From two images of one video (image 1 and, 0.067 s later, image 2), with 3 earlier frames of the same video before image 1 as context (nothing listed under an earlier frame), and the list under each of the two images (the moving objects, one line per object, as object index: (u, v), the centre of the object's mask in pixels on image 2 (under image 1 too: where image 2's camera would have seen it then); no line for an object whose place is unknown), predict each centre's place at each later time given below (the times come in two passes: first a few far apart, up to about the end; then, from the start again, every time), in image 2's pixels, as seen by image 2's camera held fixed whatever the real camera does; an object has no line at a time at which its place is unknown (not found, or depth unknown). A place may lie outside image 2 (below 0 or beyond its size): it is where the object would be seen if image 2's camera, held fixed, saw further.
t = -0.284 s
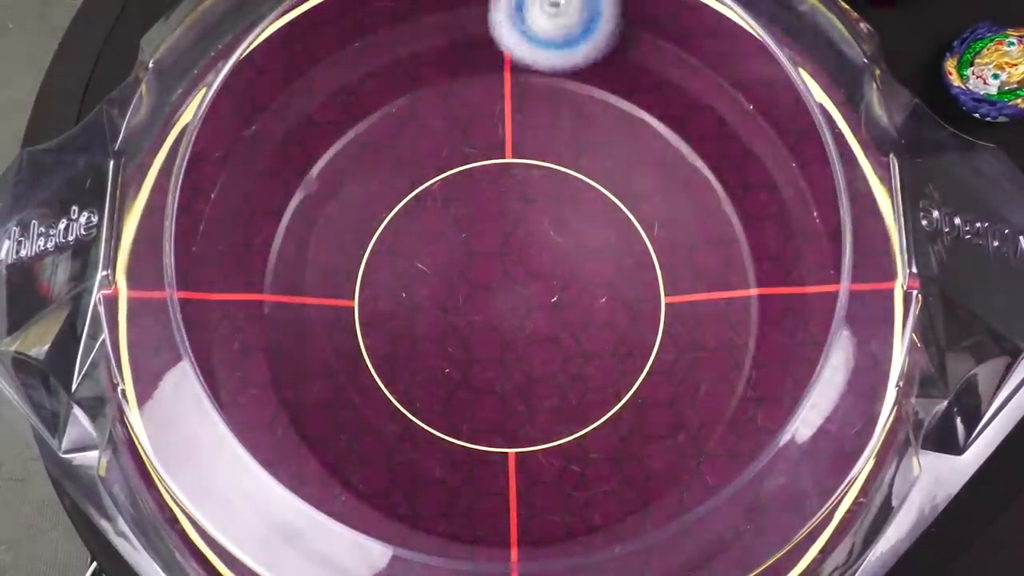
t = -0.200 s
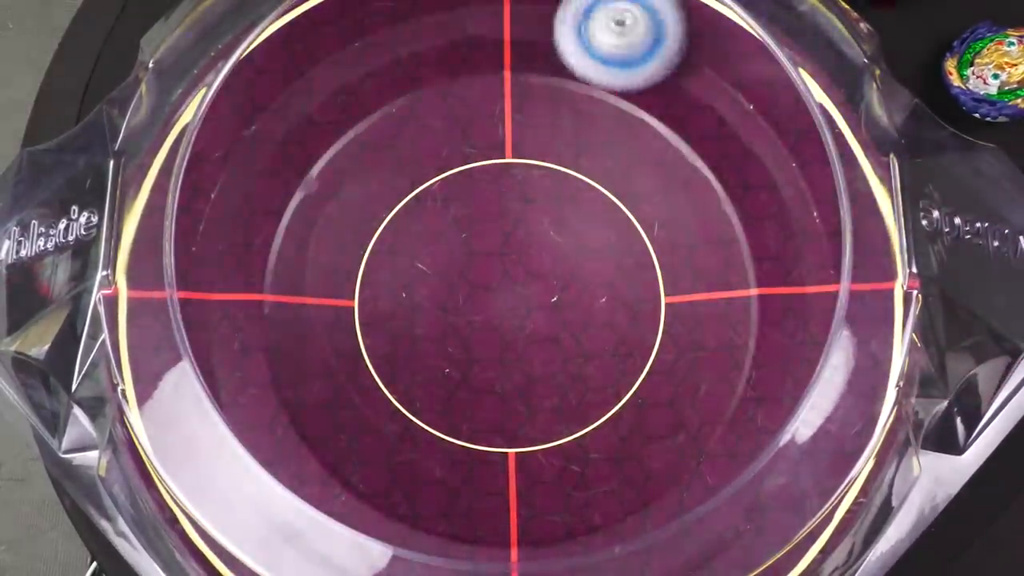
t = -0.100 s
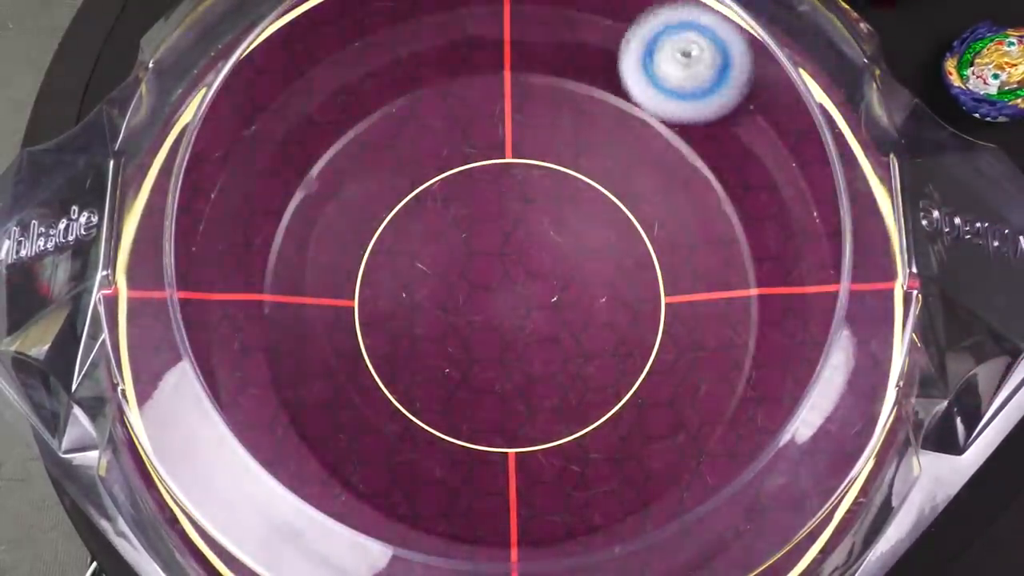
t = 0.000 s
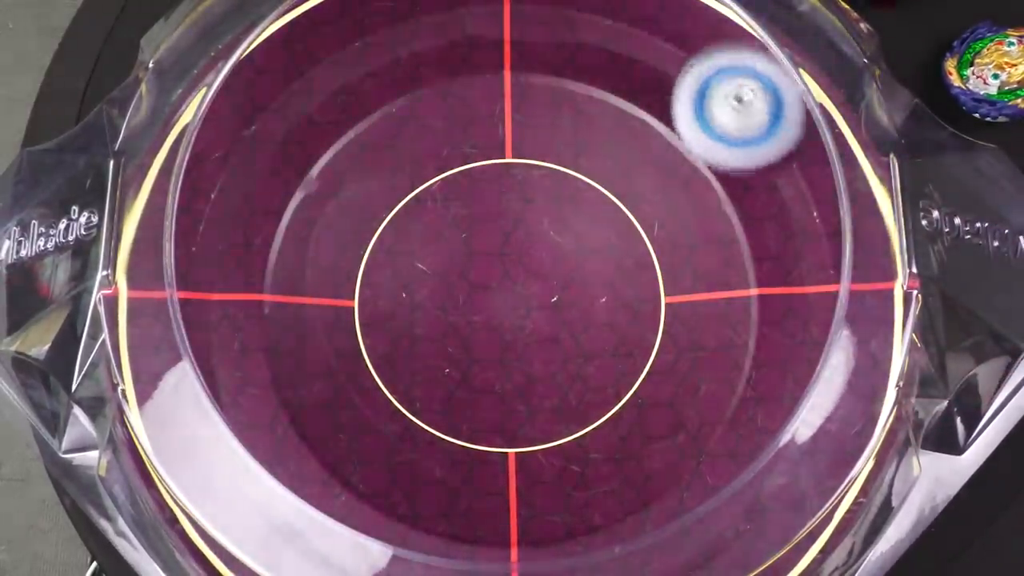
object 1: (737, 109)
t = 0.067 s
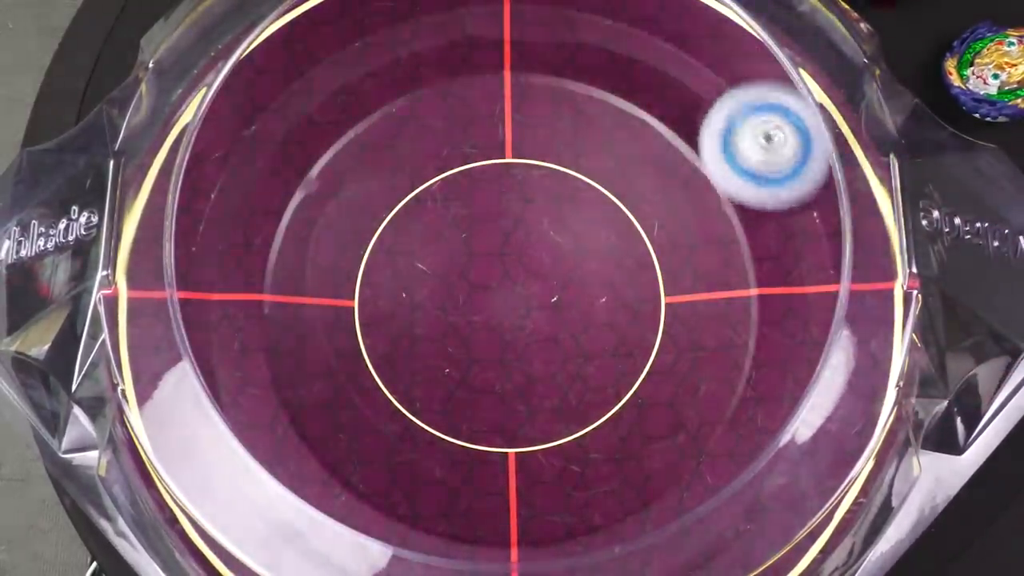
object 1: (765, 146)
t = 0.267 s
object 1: (795, 274)
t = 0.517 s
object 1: (689, 435)
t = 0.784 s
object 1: (426, 438)
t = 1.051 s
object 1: (353, 231)
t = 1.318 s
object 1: (534, 139)
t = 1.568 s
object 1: (636, 304)
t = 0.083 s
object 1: (769, 156)
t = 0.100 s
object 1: (775, 167)
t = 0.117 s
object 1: (780, 176)
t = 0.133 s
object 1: (784, 186)
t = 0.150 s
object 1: (788, 197)
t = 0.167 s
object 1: (791, 207)
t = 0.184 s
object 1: (793, 218)
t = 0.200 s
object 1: (795, 229)
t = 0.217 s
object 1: (796, 240)
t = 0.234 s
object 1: (796, 252)
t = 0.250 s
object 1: (797, 264)
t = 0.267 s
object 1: (795, 274)
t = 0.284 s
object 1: (794, 287)
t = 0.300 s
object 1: (791, 298)
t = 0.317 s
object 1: (786, 307)
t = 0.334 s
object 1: (778, 321)
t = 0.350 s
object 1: (773, 332)
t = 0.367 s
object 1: (768, 342)
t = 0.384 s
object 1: (763, 355)
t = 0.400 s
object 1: (758, 364)
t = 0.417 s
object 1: (750, 374)
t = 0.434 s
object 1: (742, 385)
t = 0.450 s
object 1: (735, 395)
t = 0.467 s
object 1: (725, 405)
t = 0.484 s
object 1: (715, 416)
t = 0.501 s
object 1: (703, 426)
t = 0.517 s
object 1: (689, 435)
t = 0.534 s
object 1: (675, 445)
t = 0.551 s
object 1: (660, 452)
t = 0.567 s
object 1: (643, 460)
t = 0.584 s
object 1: (626, 466)
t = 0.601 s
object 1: (609, 470)
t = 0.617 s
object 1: (591, 473)
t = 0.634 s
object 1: (574, 476)
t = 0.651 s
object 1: (556, 476)
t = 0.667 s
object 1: (538, 476)
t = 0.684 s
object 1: (520, 474)
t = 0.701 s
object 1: (502, 471)
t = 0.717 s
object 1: (486, 467)
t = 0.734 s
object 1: (470, 461)
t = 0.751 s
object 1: (454, 454)
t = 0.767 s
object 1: (440, 447)
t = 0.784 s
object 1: (426, 438)
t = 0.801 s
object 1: (413, 428)
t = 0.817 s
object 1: (401, 418)
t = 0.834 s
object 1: (390, 406)
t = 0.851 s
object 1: (380, 394)
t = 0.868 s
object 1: (371, 382)
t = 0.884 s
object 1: (363, 369)
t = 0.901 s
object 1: (358, 354)
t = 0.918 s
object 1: (352, 341)
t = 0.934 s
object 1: (348, 327)
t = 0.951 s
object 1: (345, 312)
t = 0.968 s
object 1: (344, 298)
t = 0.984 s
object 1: (343, 284)
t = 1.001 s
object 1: (344, 271)
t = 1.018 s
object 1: (347, 256)
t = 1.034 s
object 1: (351, 242)
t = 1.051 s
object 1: (353, 231)
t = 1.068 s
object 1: (360, 218)
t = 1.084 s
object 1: (367, 206)
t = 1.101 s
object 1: (374, 195)
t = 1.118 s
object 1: (383, 185)
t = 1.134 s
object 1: (392, 174)
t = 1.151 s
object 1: (403, 165)
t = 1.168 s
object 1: (413, 157)
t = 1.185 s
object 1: (425, 151)
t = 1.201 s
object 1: (438, 144)
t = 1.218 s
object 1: (451, 140)
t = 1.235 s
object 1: (464, 137)
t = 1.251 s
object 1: (478, 134)
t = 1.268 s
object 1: (493, 133)
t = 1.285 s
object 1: (506, 134)
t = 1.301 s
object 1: (519, 135)
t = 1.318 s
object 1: (534, 139)
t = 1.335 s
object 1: (547, 143)
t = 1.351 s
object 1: (559, 148)
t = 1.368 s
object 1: (572, 157)
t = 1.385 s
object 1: (584, 165)
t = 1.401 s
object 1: (594, 173)
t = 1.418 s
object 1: (603, 185)
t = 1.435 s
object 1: (612, 196)
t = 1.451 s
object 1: (620, 207)
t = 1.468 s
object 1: (626, 220)
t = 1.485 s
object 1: (631, 234)
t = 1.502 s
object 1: (635, 247)
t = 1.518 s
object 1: (637, 261)
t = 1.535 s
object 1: (638, 276)
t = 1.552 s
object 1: (638, 290)
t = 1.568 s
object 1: (636, 304)
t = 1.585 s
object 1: (633, 318)
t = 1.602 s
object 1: (629, 332)
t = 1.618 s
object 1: (623, 345)
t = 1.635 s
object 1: (616, 356)
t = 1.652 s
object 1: (608, 368)
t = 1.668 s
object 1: (598, 378)
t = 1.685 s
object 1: (588, 387)
